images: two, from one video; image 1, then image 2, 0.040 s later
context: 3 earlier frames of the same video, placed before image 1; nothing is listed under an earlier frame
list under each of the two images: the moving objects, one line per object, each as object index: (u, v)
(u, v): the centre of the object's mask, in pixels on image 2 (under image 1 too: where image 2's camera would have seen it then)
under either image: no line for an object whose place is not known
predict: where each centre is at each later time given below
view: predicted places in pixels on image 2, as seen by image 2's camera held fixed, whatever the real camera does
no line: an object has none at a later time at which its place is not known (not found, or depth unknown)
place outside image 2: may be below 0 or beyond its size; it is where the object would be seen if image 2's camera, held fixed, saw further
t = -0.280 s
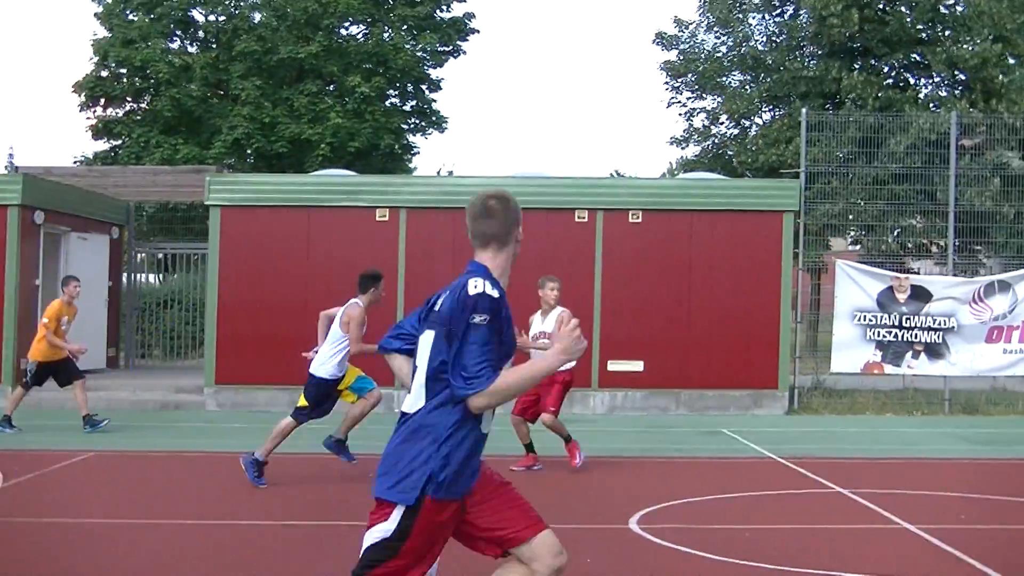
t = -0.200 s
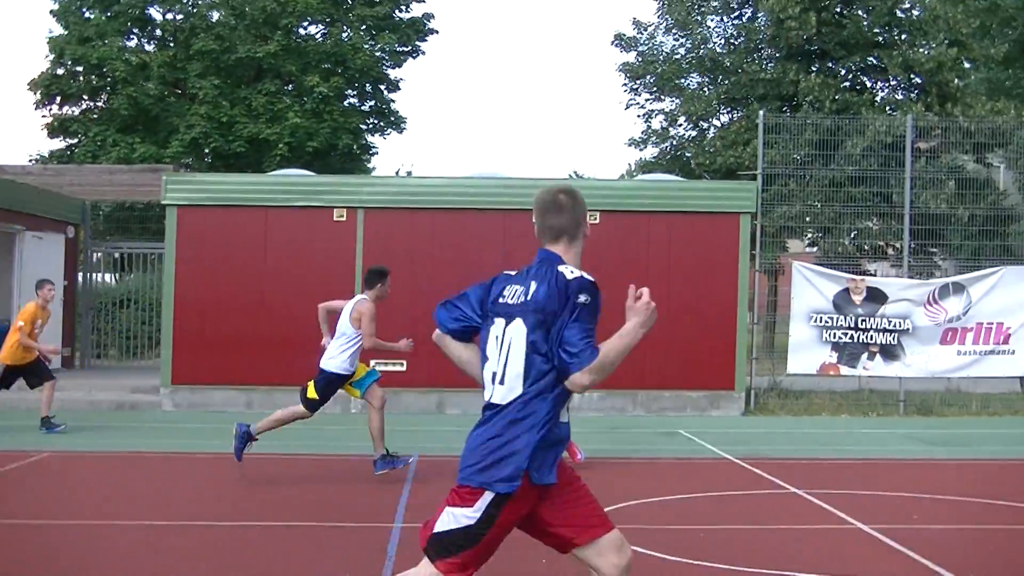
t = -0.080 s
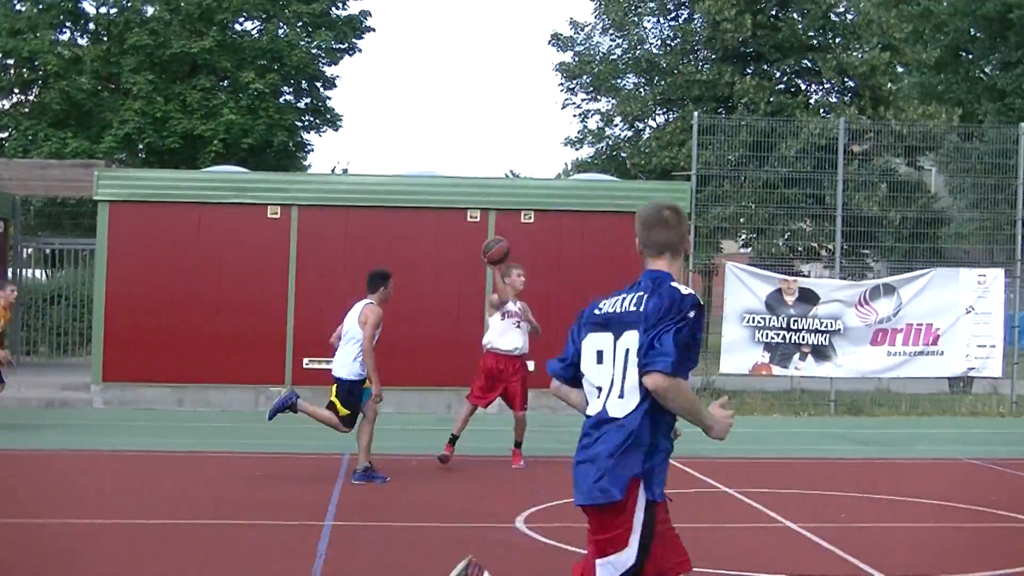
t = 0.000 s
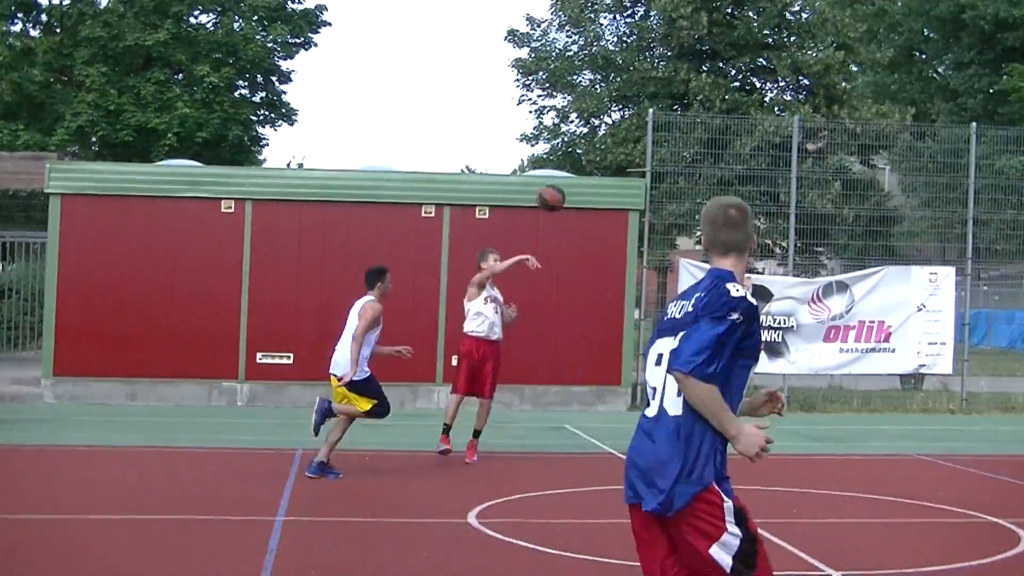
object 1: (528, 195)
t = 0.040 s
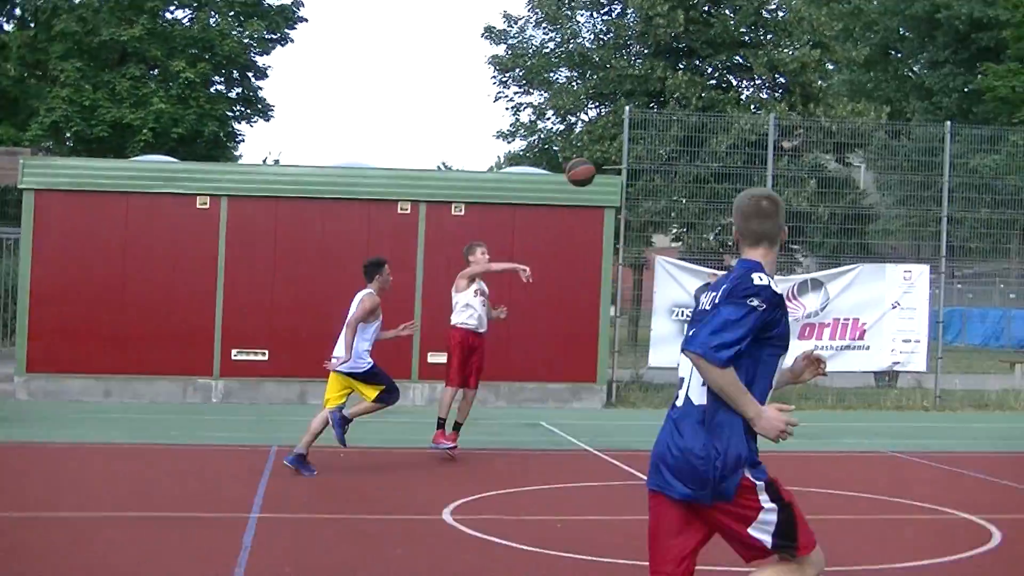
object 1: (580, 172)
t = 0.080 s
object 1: (634, 152)
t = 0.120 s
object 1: (689, 133)
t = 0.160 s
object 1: (744, 115)
